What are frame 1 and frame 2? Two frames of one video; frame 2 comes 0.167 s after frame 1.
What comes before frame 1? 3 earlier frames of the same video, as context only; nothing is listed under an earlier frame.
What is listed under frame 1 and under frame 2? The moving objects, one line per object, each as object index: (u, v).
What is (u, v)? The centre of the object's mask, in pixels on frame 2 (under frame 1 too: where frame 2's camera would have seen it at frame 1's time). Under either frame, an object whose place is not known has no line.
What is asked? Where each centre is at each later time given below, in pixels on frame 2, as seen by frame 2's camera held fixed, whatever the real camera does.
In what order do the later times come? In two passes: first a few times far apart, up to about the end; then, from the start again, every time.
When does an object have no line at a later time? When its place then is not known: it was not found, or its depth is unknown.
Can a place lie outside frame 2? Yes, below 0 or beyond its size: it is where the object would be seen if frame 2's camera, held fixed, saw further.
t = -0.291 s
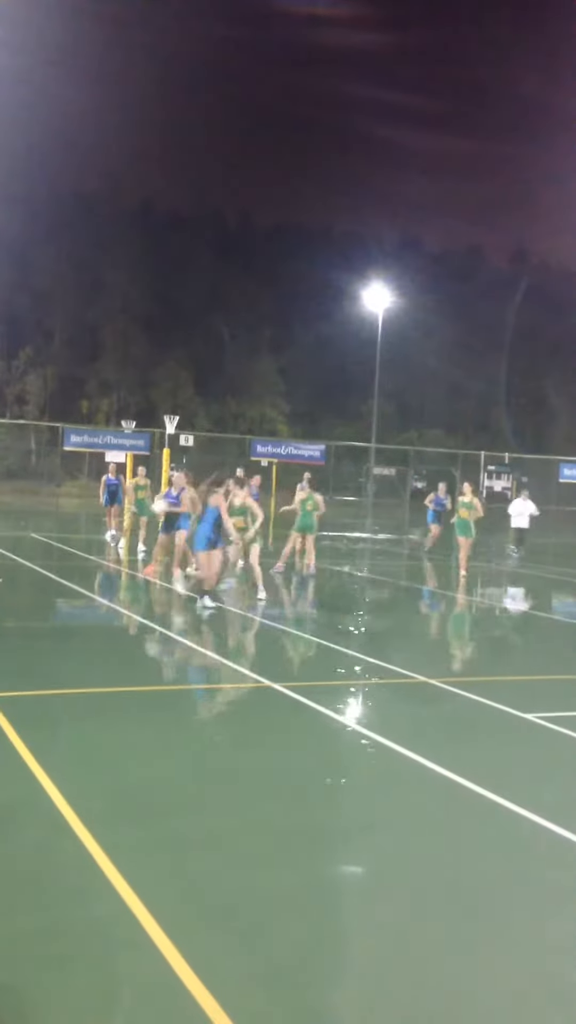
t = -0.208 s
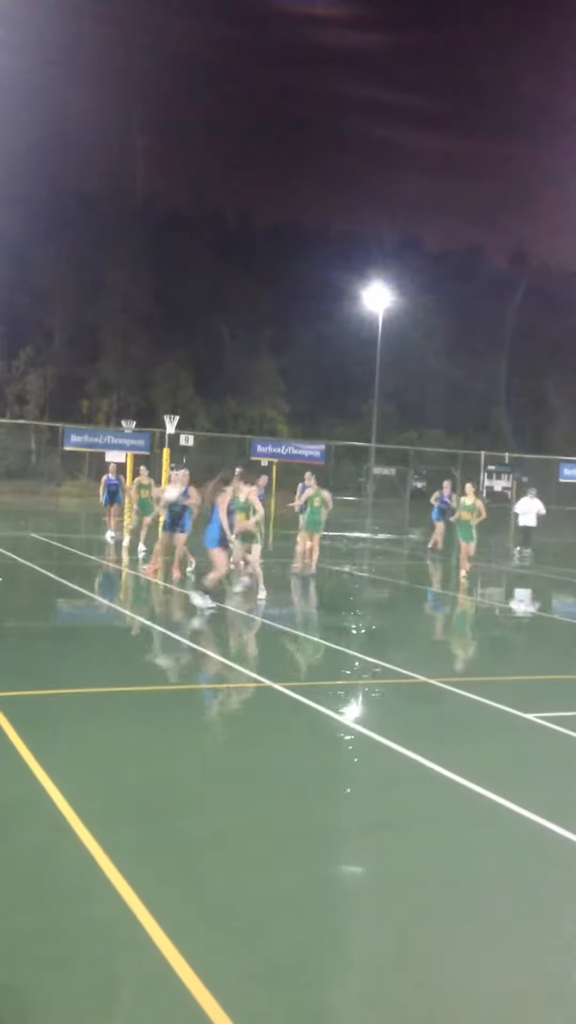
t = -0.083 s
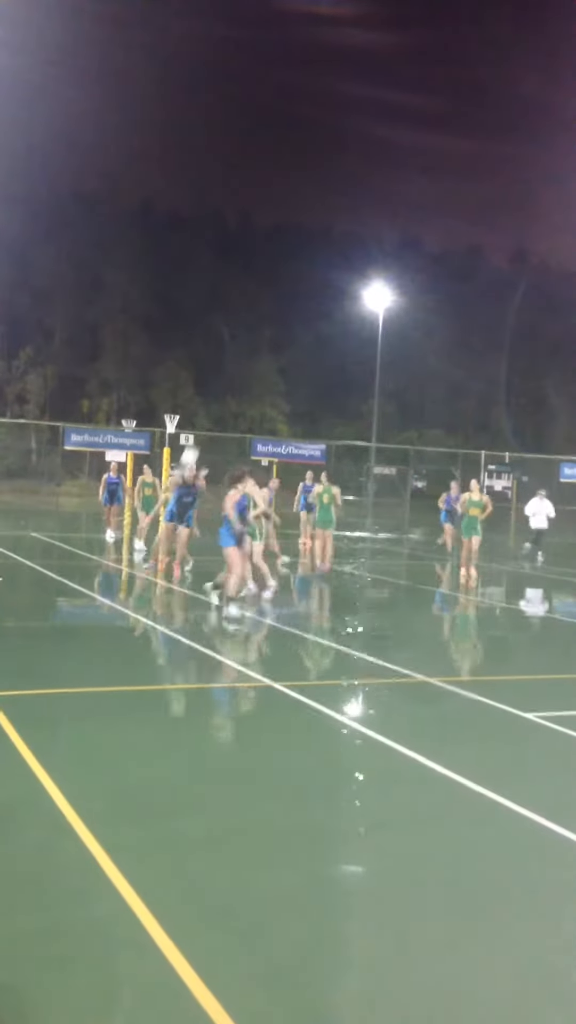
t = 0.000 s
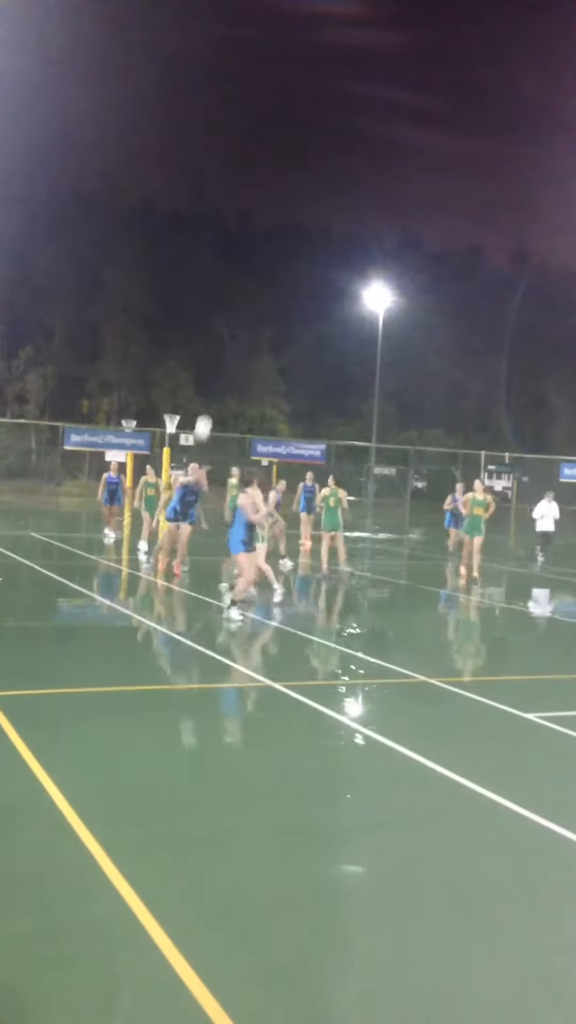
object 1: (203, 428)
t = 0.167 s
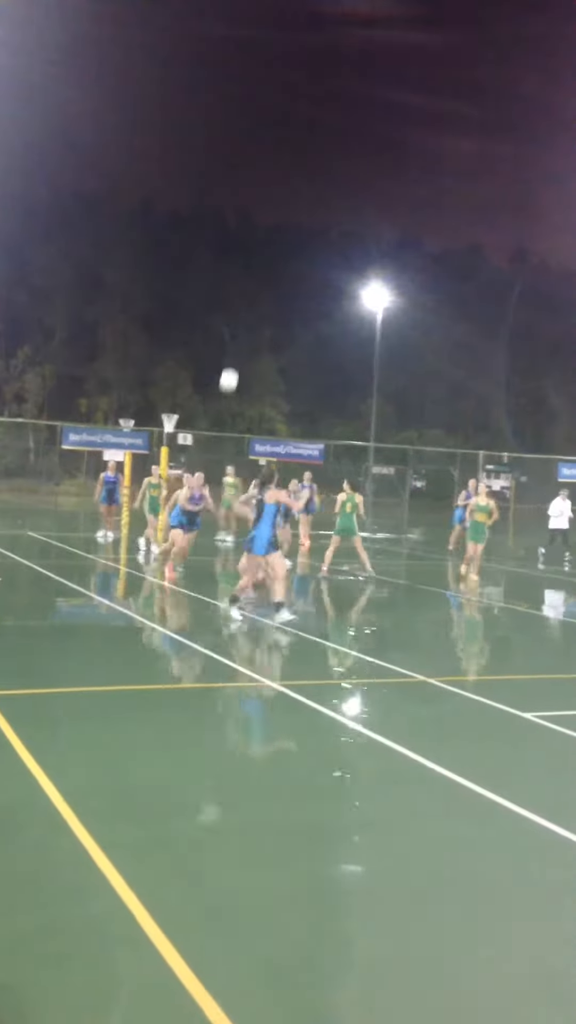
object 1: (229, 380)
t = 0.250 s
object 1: (244, 361)
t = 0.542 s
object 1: (305, 339)
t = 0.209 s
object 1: (236, 370)
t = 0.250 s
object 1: (244, 361)
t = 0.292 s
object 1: (252, 355)
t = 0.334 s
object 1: (261, 348)
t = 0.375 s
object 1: (269, 343)
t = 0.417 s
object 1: (278, 340)
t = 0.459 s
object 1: (287, 338)
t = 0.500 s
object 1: (296, 338)
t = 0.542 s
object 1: (305, 339)
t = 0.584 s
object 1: (314, 341)
